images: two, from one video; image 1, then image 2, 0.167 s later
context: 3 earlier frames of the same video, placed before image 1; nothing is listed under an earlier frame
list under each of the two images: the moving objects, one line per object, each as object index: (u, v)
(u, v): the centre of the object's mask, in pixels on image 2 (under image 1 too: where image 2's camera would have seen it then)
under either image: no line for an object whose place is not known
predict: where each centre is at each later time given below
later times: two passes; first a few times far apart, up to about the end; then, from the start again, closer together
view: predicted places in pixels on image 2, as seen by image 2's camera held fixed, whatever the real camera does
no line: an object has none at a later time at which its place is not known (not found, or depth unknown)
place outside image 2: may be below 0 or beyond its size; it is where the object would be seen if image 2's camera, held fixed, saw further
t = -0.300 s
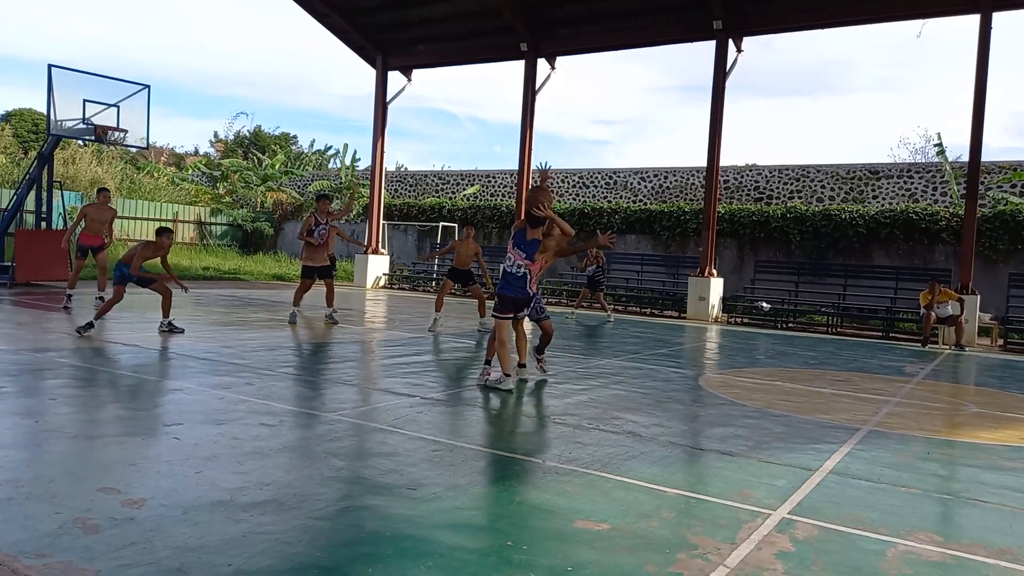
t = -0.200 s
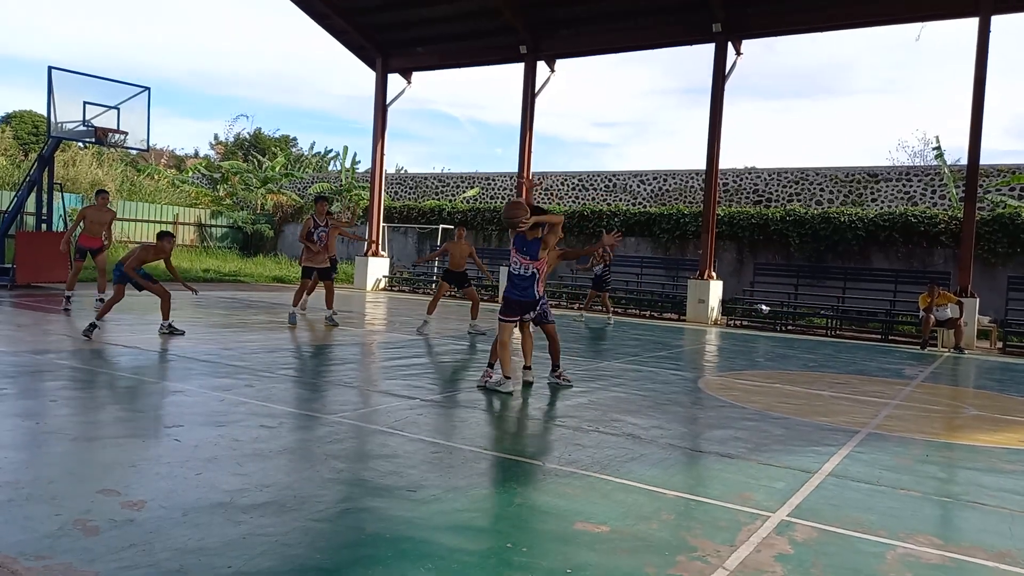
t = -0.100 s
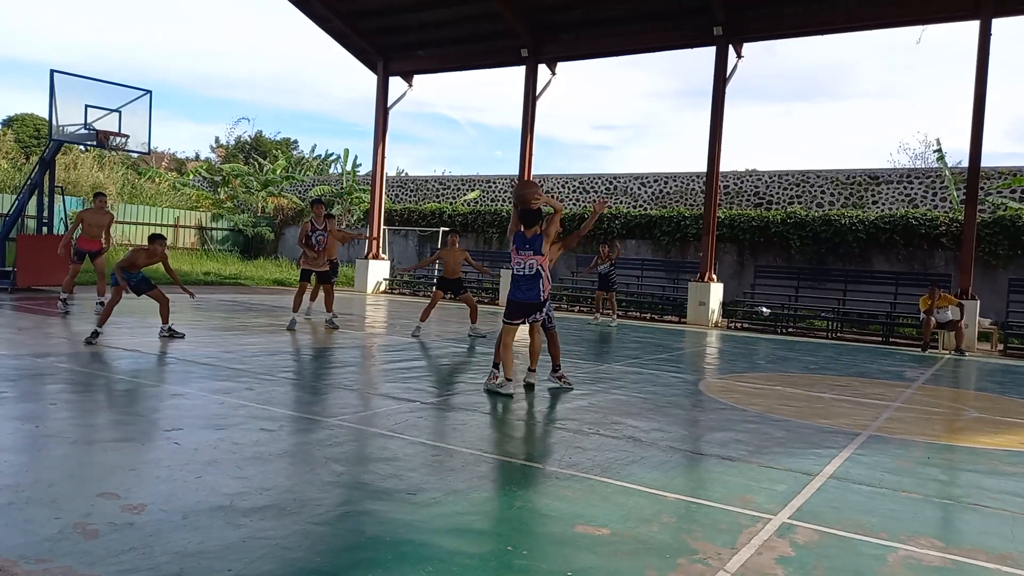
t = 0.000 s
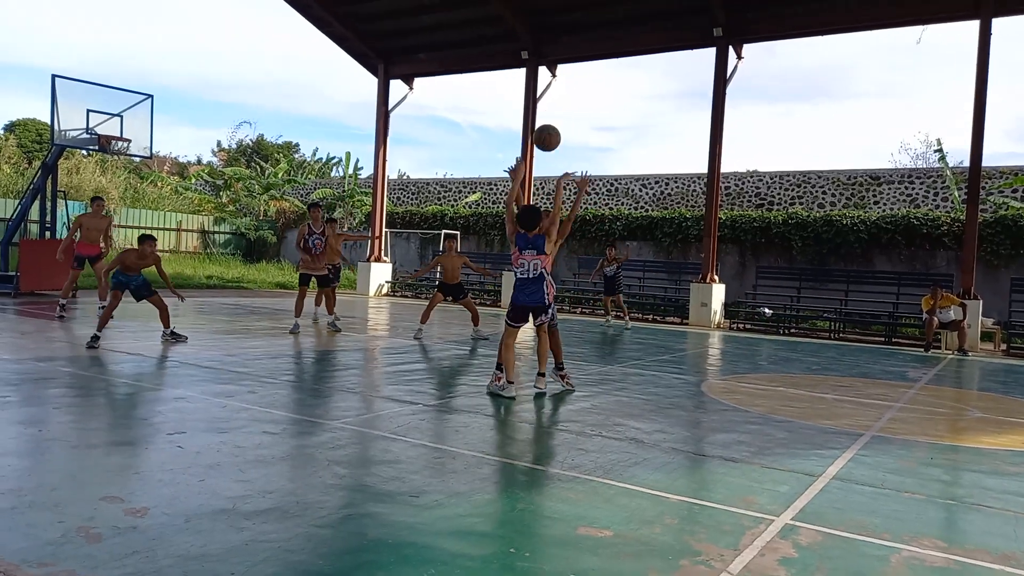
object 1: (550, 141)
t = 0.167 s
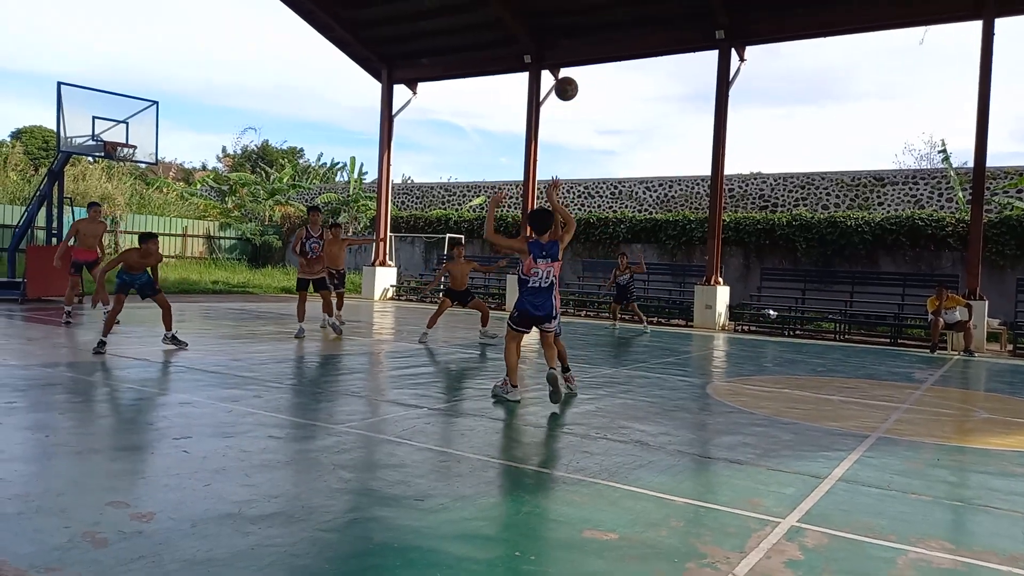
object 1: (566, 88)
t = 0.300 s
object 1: (574, 73)
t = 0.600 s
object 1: (588, 96)
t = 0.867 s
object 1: (592, 159)
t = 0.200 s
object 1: (567, 82)
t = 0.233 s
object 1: (570, 78)
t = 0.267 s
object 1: (572, 76)
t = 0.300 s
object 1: (574, 73)
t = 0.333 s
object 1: (577, 73)
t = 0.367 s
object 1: (579, 73)
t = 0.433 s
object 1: (581, 75)
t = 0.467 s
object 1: (583, 78)
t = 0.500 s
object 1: (584, 81)
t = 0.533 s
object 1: (586, 86)
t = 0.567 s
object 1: (587, 91)
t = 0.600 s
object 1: (588, 96)
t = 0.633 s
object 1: (588, 102)
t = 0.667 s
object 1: (589, 109)
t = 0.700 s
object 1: (590, 116)
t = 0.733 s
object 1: (591, 124)
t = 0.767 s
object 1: (591, 132)
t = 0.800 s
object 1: (592, 141)
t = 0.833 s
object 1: (592, 150)
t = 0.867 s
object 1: (592, 159)
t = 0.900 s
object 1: (592, 169)
